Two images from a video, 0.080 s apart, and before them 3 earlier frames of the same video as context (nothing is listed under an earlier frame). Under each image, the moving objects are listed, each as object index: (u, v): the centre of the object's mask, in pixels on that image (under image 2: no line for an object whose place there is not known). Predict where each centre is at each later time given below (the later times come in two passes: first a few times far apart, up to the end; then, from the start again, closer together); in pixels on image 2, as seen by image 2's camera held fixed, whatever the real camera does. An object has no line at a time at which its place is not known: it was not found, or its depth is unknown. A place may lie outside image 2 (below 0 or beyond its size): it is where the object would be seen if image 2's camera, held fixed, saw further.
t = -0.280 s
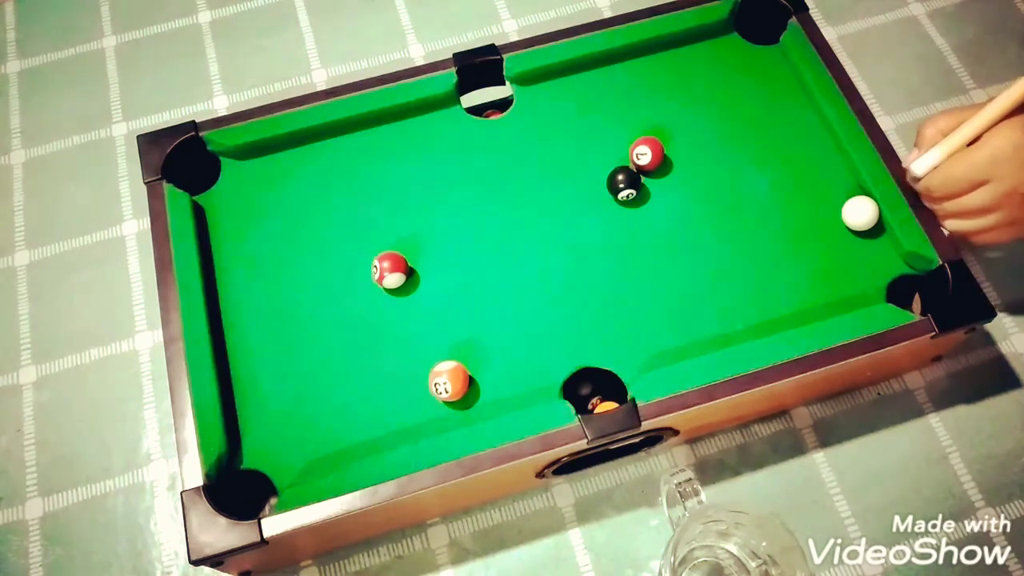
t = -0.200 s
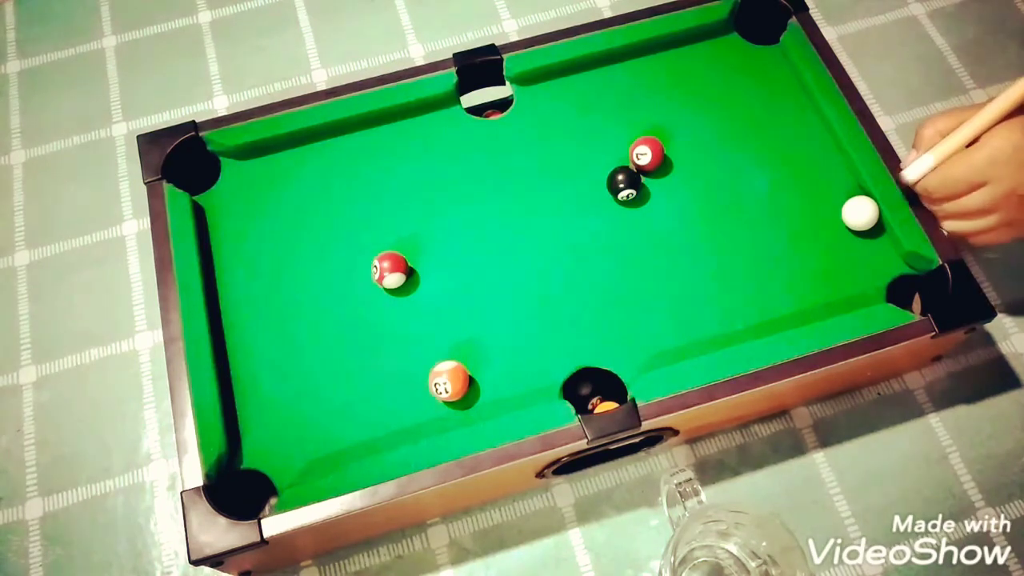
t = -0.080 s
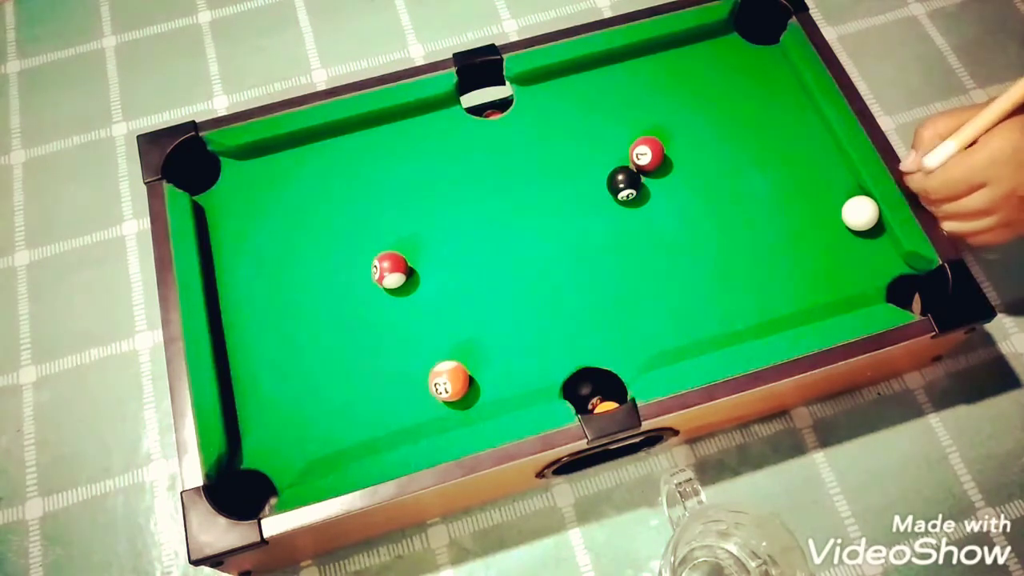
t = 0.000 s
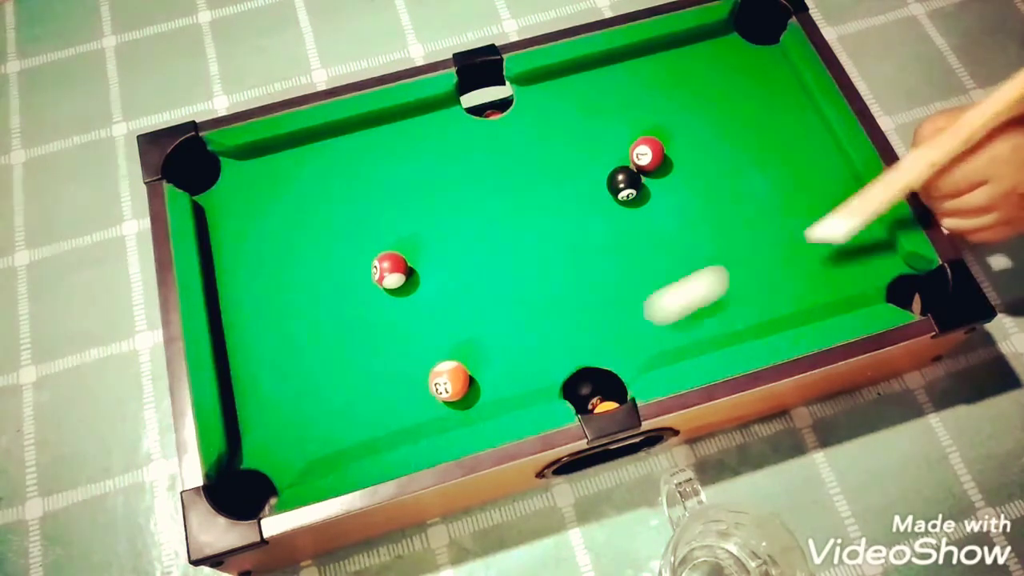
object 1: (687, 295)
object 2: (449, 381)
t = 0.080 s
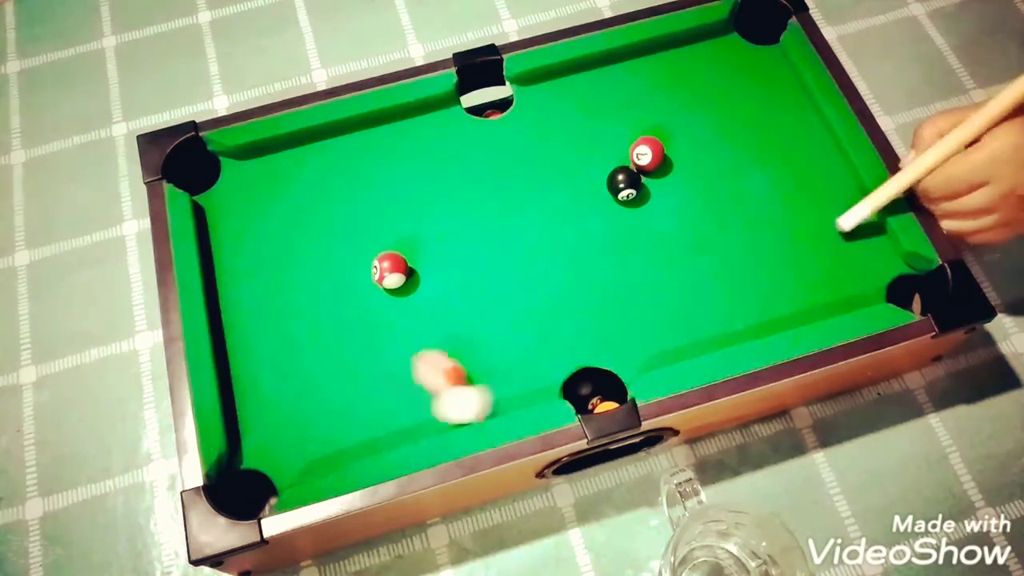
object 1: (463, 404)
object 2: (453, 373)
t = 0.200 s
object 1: (265, 430)
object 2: (336, 305)
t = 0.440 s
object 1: (364, 348)
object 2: (218, 226)
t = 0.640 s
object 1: (404, 327)
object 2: (229, 208)
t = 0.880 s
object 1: (403, 327)
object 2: (228, 209)
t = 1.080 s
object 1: (403, 327)
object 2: (228, 209)
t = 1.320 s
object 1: (403, 327)
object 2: (228, 209)
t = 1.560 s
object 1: (403, 327)
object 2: (228, 209)
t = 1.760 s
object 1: (403, 327)
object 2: (228, 209)
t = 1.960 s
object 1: (403, 327)
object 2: (228, 210)
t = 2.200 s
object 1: (403, 327)
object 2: (228, 210)
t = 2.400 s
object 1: (403, 327)
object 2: (228, 210)
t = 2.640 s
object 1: (403, 327)
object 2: (228, 210)
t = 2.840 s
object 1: (404, 327)
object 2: (228, 210)
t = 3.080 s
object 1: (403, 327)
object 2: (228, 209)
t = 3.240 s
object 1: (403, 327)
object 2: (228, 210)
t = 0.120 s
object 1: (397, 411)
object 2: (399, 348)
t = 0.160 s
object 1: (330, 420)
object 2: (366, 325)
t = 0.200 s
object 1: (265, 430)
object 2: (336, 305)
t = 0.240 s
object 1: (263, 419)
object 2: (308, 287)
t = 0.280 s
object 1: (289, 400)
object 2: (283, 271)
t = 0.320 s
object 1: (311, 383)
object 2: (259, 258)
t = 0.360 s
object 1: (331, 369)
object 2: (239, 246)
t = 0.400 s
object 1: (348, 357)
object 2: (219, 236)
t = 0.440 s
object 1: (364, 348)
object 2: (218, 226)
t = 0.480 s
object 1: (377, 341)
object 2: (223, 218)
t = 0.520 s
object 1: (387, 335)
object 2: (225, 212)
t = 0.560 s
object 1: (395, 331)
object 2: (229, 208)
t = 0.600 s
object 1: (401, 328)
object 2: (229, 208)
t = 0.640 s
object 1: (404, 327)
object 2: (229, 208)
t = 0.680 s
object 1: (404, 326)
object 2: (228, 209)
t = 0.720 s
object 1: (404, 327)
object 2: (228, 209)
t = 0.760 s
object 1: (403, 327)
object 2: (228, 209)
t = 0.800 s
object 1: (403, 327)
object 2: (228, 209)
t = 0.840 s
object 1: (403, 327)
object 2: (228, 209)
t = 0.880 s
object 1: (403, 327)
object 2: (228, 209)
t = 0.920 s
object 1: (403, 327)
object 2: (228, 209)
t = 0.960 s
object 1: (403, 327)
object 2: (228, 209)
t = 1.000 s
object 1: (403, 327)
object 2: (228, 209)
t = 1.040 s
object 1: (403, 327)
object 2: (228, 209)
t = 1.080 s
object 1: (403, 327)
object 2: (228, 209)
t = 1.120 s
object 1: (403, 327)
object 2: (228, 209)
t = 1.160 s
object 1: (403, 327)
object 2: (228, 209)
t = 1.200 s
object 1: (403, 327)
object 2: (228, 209)
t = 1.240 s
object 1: (403, 327)
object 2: (228, 209)
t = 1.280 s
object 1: (403, 327)
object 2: (228, 209)
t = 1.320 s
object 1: (403, 327)
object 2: (228, 209)
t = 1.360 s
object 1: (403, 327)
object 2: (228, 209)
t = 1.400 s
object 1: (403, 327)
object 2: (228, 209)
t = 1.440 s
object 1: (403, 327)
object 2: (228, 209)
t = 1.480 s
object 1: (403, 327)
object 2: (228, 209)
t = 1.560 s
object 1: (403, 327)
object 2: (228, 209)
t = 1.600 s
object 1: (403, 327)
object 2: (228, 209)
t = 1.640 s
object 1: (403, 327)
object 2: (228, 209)
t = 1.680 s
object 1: (403, 327)
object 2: (228, 209)
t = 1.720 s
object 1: (403, 327)
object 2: (228, 209)
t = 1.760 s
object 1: (403, 327)
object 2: (228, 209)
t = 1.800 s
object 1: (403, 327)
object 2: (228, 210)
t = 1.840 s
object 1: (403, 327)
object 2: (228, 210)
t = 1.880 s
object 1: (403, 327)
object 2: (228, 210)
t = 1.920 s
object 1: (403, 327)
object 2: (228, 209)
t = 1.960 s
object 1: (403, 327)
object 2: (228, 210)
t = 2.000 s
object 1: (403, 327)
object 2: (228, 210)
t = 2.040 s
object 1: (403, 327)
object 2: (228, 210)
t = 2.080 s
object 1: (403, 327)
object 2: (228, 210)
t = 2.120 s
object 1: (403, 327)
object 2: (228, 210)
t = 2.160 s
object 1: (403, 327)
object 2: (228, 210)
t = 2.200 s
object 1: (403, 327)
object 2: (228, 210)
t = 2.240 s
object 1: (403, 327)
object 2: (228, 210)
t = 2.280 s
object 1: (403, 327)
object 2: (228, 209)
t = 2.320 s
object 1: (403, 327)
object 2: (228, 210)
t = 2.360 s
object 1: (403, 327)
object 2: (228, 210)
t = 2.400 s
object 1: (403, 327)
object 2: (228, 210)
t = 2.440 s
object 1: (403, 327)
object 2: (228, 210)
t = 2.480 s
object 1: (403, 327)
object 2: (228, 210)
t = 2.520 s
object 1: (403, 327)
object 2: (228, 210)
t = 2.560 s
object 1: (403, 327)
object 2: (228, 210)
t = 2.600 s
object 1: (403, 327)
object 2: (228, 210)
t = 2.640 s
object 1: (403, 327)
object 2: (228, 210)
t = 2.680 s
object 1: (403, 327)
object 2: (228, 210)
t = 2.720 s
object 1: (403, 327)
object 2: (228, 210)
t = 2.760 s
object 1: (403, 327)
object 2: (228, 210)
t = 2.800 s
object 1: (403, 327)
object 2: (228, 210)
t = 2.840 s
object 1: (404, 327)
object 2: (228, 210)
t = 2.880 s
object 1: (403, 327)
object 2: (228, 210)
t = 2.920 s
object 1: (403, 327)
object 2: (228, 210)
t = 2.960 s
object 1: (403, 327)
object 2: (228, 210)
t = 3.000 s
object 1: (403, 327)
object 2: (228, 210)
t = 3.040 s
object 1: (403, 327)
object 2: (228, 210)
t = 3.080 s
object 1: (403, 327)
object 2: (228, 209)
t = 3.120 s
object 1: (403, 327)
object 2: (228, 210)
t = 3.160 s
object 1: (403, 327)
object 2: (228, 210)
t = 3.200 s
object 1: (403, 327)
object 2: (228, 210)
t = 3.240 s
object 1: (403, 327)
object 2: (228, 210)
